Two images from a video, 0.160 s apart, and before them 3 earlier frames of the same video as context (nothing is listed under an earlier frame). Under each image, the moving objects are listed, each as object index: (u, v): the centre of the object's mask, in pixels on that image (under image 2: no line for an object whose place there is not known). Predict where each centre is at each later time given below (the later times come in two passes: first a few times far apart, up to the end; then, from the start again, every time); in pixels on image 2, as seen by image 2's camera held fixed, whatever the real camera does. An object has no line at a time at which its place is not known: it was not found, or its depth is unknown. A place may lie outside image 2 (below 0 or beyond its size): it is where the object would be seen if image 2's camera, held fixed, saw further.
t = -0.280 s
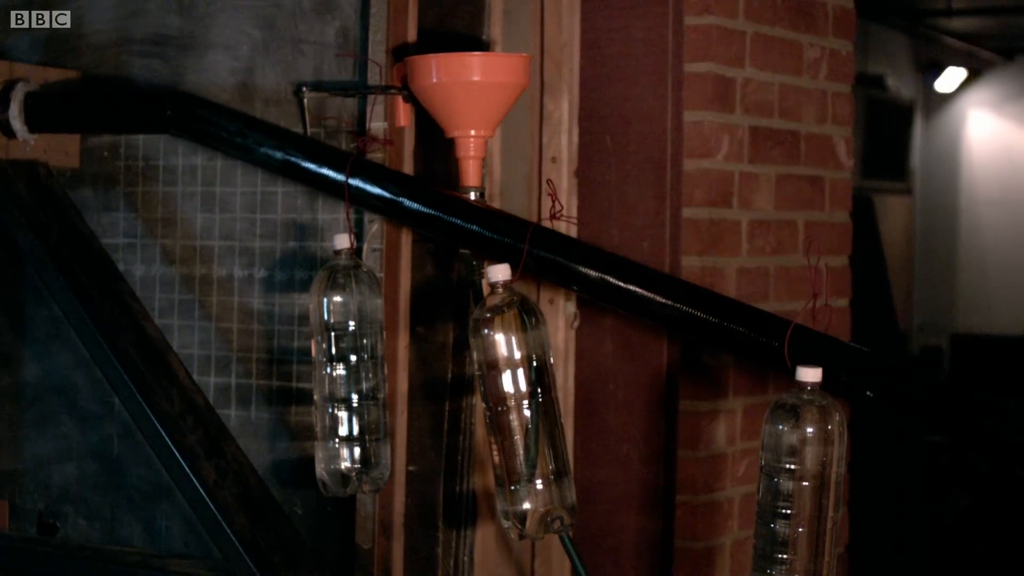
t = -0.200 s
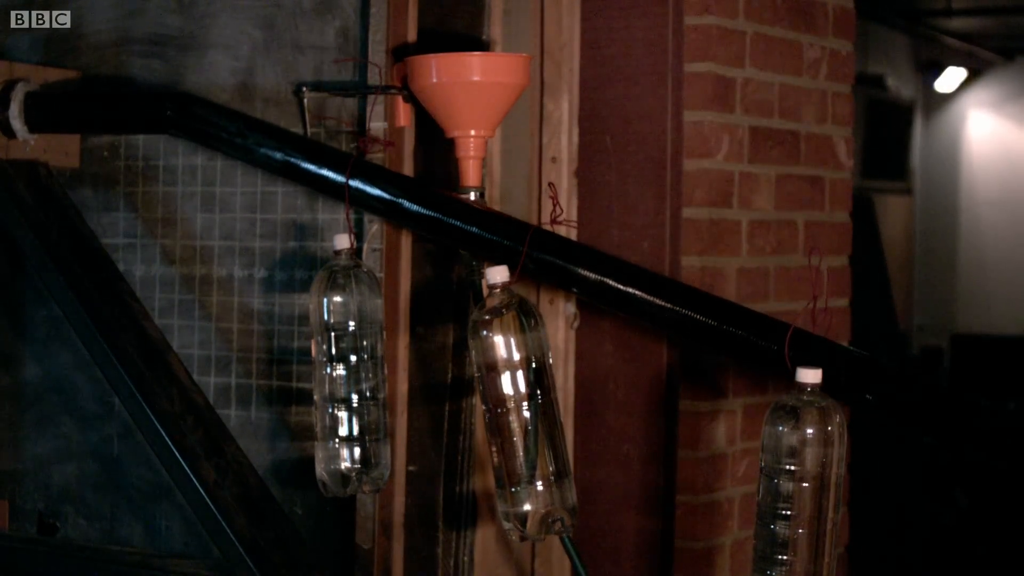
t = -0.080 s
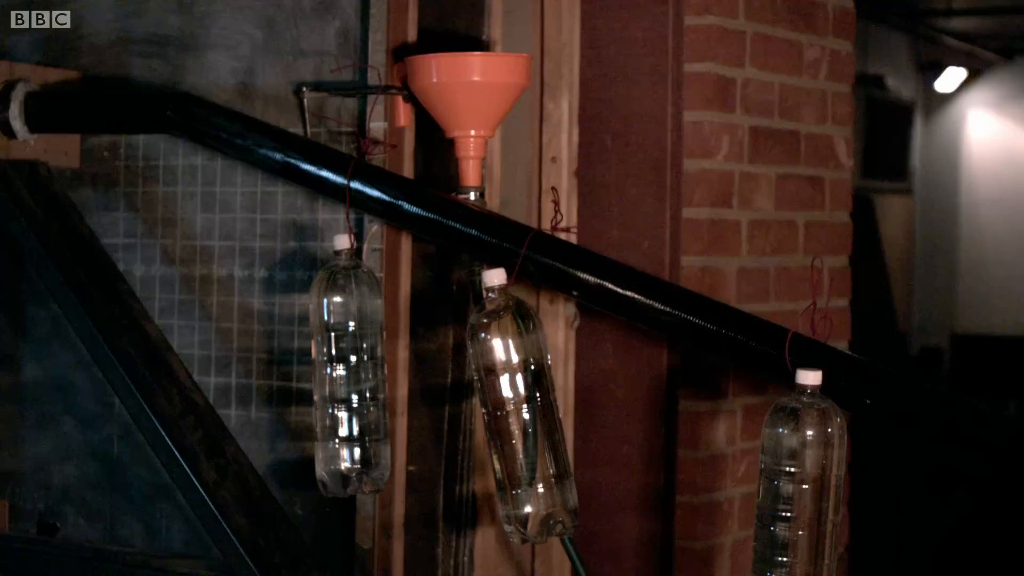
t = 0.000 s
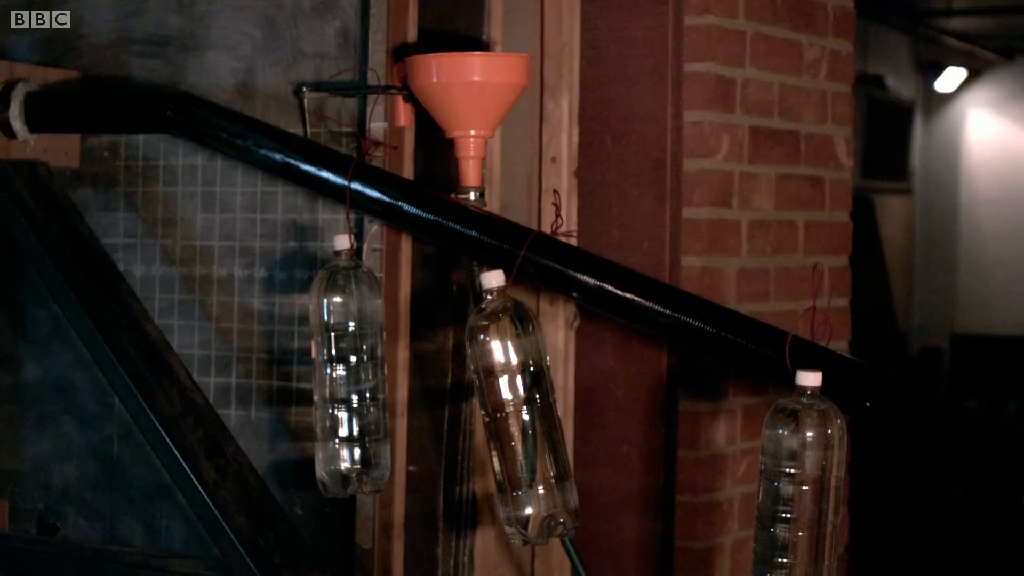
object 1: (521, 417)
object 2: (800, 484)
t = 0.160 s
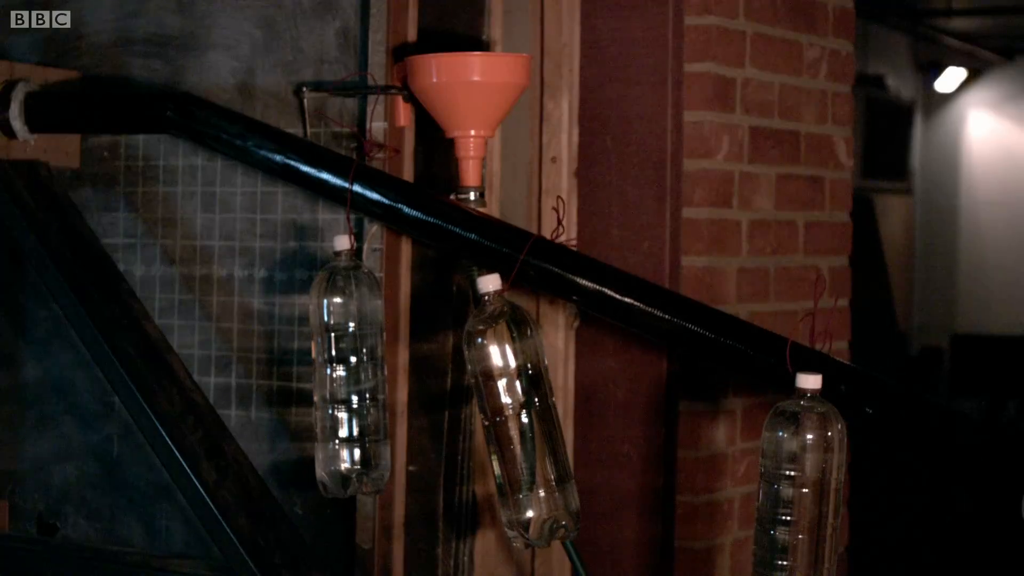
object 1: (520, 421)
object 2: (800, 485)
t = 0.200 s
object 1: (520, 422)
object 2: (800, 486)
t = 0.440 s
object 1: (519, 426)
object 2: (800, 487)
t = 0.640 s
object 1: (518, 431)
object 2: (800, 490)
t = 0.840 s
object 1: (517, 436)
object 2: (800, 491)
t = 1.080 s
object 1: (516, 442)
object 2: (800, 494)
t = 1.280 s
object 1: (516, 448)
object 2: (800, 496)
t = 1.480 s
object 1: (515, 453)
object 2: (800, 499)
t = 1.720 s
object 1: (514, 458)
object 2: (800, 502)
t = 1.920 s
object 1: (513, 462)
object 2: (800, 504)
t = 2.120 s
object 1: (513, 465)
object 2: (801, 507)
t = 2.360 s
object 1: (512, 468)
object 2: (801, 510)
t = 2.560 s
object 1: (512, 470)
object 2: (801, 512)
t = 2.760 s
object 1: (512, 471)
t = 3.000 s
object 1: (513, 473)
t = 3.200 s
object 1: (515, 474)
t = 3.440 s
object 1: (518, 476)
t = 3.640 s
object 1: (521, 477)
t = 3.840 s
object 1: (524, 479)
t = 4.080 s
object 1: (528, 481)
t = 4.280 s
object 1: (531, 482)
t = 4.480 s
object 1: (534, 484)
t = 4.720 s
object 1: (537, 486)
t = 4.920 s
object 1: (539, 488)
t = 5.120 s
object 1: (542, 490)
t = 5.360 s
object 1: (545, 492)
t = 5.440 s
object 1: (546, 493)
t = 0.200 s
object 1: (520, 422)
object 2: (800, 486)
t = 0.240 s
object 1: (520, 422)
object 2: (800, 486)
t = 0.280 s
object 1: (519, 423)
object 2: (800, 486)
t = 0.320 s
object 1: (519, 424)
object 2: (800, 487)
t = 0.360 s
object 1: (519, 425)
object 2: (800, 486)
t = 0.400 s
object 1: (519, 425)
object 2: (800, 487)
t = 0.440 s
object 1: (519, 426)
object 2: (800, 487)
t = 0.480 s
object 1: (519, 427)
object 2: (800, 488)
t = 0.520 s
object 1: (518, 428)
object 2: (800, 489)
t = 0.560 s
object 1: (518, 429)
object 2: (800, 489)
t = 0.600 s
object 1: (518, 430)
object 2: (800, 489)
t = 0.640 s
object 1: (518, 431)
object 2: (800, 490)
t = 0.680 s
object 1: (518, 432)
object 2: (800, 490)
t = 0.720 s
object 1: (518, 433)
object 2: (800, 490)
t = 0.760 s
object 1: (517, 434)
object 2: (800, 491)
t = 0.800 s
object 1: (517, 435)
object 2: (800, 491)
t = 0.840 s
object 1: (517, 436)
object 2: (800, 491)
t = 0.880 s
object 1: (517, 437)
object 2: (800, 492)
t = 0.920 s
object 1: (517, 438)
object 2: (800, 492)
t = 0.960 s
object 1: (517, 440)
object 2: (800, 493)
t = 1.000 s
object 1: (517, 441)
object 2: (800, 493)
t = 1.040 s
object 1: (516, 441)
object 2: (800, 494)
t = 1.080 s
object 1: (516, 442)
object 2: (800, 494)
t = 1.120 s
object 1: (516, 443)
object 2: (800, 494)
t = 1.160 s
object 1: (516, 445)
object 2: (800, 495)
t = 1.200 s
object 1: (516, 446)
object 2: (800, 495)
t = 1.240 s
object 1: (516, 447)
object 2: (800, 496)
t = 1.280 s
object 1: (516, 448)
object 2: (800, 496)
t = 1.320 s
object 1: (516, 449)
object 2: (800, 497)
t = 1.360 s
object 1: (516, 450)
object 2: (800, 497)
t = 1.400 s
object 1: (515, 451)
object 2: (800, 498)
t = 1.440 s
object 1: (515, 452)
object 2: (800, 498)
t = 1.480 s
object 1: (515, 453)
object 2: (800, 499)
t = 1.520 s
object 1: (515, 454)
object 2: (800, 499)
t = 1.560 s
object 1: (515, 455)
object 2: (800, 499)
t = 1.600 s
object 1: (515, 456)
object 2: (800, 500)
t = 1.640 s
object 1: (514, 457)
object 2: (800, 500)
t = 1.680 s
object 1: (514, 457)
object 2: (801, 501)
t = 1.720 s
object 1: (514, 458)
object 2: (800, 502)
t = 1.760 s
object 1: (514, 459)
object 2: (800, 502)
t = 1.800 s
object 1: (514, 460)
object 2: (800, 503)
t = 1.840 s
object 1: (514, 461)
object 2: (801, 503)
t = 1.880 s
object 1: (514, 461)
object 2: (800, 504)
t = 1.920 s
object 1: (513, 462)
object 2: (800, 504)
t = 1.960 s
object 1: (513, 463)
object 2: (800, 505)
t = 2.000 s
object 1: (513, 463)
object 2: (801, 505)
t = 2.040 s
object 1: (513, 464)
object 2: (800, 506)
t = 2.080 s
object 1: (513, 465)
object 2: (800, 506)
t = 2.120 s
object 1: (513, 465)
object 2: (801, 507)
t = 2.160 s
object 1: (512, 466)
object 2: (800, 507)
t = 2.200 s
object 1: (512, 466)
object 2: (801, 508)
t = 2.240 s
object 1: (512, 467)
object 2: (801, 508)
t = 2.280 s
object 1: (512, 467)
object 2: (801, 509)
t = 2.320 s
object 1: (512, 468)
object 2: (801, 509)
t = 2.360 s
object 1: (512, 468)
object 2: (801, 510)
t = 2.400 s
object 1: (512, 469)
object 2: (801, 510)
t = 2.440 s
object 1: (512, 469)
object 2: (801, 511)
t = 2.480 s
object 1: (512, 469)
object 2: (801, 511)
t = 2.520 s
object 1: (512, 470)
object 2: (801, 512)
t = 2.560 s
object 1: (512, 470)
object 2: (801, 512)
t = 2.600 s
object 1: (512, 470)
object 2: (801, 513)
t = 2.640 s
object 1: (512, 471)
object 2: (801, 514)
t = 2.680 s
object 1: (512, 471)
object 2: (801, 514)
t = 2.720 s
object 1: (512, 471)
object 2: (801, 515)
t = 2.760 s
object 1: (512, 471)
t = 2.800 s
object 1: (512, 472)
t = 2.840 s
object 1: (512, 472)
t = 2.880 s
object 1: (512, 472)
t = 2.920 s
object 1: (513, 472)
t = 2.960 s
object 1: (513, 472)
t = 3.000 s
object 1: (513, 473)
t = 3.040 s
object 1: (514, 473)
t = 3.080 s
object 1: (514, 473)
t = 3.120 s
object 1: (514, 474)
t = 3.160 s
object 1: (515, 474)
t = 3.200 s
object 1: (515, 474)
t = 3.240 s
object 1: (515, 474)
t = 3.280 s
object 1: (516, 475)
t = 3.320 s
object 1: (517, 475)
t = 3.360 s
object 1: (517, 476)
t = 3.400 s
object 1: (517, 476)
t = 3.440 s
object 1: (518, 476)
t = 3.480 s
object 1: (518, 476)
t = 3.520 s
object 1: (519, 477)
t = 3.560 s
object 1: (520, 477)
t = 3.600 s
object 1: (521, 477)
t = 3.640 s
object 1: (521, 477)
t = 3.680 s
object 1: (522, 477)
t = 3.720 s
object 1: (522, 478)
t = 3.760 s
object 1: (523, 478)
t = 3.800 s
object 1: (524, 479)
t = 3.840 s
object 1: (524, 479)
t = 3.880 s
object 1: (524, 479)
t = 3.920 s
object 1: (525, 479)
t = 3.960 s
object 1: (526, 480)
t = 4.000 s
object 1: (526, 480)
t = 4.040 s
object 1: (527, 480)
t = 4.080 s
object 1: (528, 481)
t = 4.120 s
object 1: (528, 481)
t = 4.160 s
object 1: (529, 481)
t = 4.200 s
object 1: (530, 482)
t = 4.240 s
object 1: (530, 482)
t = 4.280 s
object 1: (531, 482)
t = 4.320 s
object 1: (531, 483)
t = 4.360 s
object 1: (532, 483)
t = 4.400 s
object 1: (533, 483)
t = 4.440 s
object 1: (533, 484)
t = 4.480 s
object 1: (534, 484)
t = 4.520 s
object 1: (534, 484)
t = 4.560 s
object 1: (535, 485)
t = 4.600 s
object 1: (535, 485)
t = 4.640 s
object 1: (536, 486)
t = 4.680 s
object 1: (536, 486)
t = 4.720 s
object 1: (537, 486)
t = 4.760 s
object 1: (538, 486)
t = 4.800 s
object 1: (538, 487)
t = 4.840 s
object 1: (539, 487)
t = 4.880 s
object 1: (539, 488)
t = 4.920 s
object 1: (539, 488)
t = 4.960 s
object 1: (540, 488)
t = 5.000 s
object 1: (540, 489)
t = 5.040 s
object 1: (541, 490)
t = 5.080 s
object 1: (541, 489)
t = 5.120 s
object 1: (542, 490)
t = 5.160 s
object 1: (543, 490)
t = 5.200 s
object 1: (543, 491)
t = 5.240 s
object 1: (544, 491)
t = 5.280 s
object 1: (544, 491)
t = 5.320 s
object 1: (544, 492)
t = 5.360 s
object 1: (545, 492)
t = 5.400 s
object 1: (545, 493)
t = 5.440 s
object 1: (546, 493)
